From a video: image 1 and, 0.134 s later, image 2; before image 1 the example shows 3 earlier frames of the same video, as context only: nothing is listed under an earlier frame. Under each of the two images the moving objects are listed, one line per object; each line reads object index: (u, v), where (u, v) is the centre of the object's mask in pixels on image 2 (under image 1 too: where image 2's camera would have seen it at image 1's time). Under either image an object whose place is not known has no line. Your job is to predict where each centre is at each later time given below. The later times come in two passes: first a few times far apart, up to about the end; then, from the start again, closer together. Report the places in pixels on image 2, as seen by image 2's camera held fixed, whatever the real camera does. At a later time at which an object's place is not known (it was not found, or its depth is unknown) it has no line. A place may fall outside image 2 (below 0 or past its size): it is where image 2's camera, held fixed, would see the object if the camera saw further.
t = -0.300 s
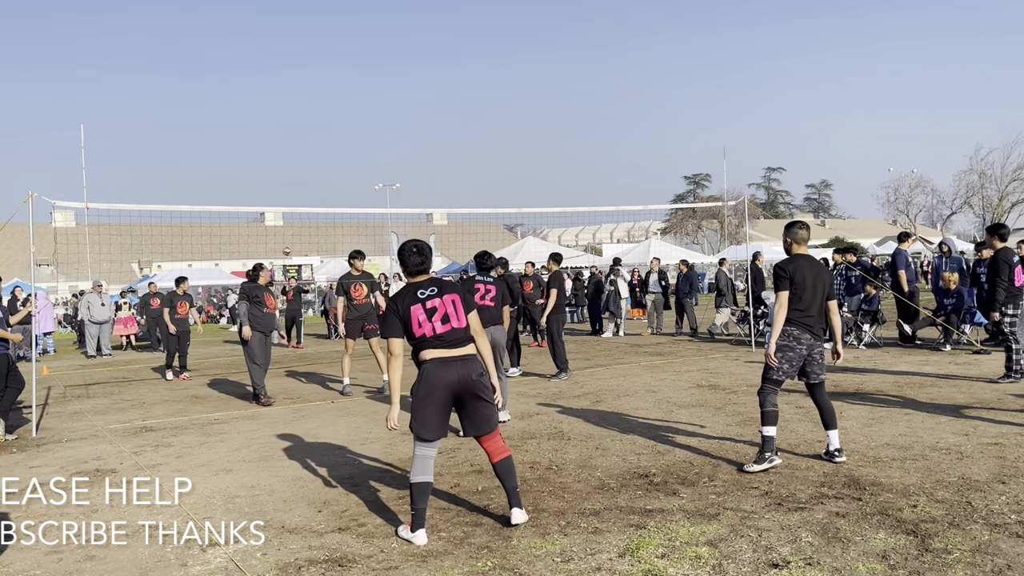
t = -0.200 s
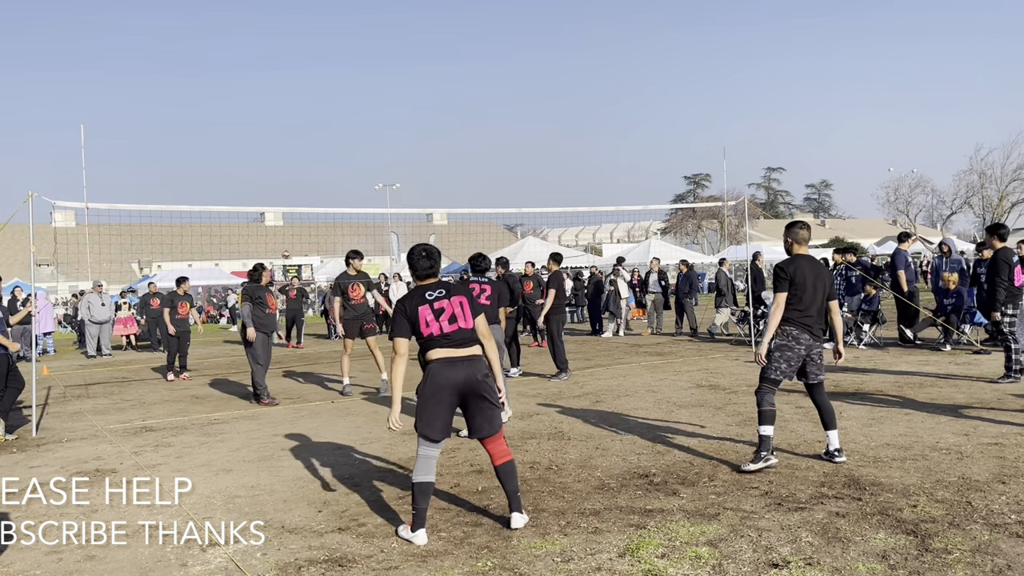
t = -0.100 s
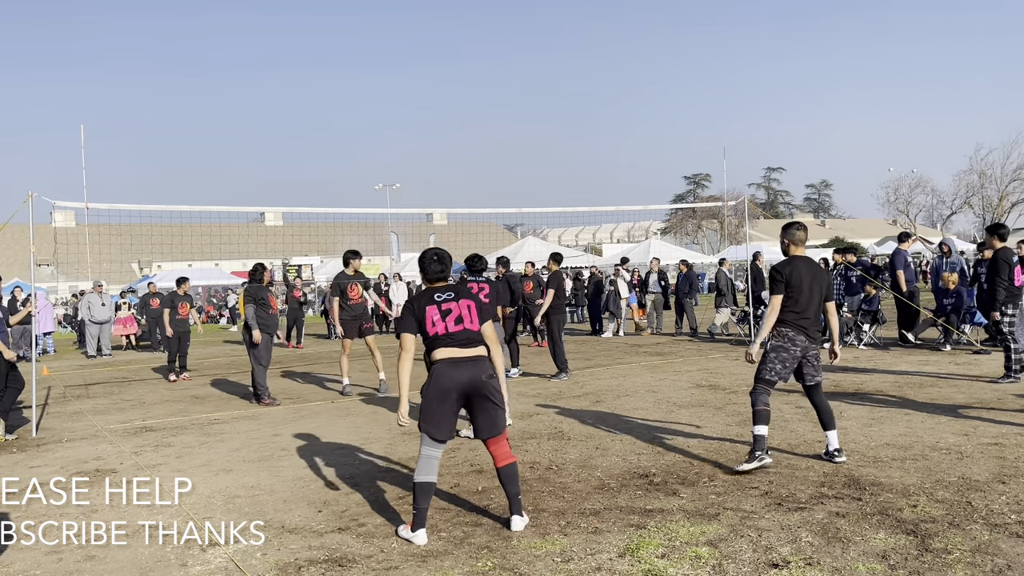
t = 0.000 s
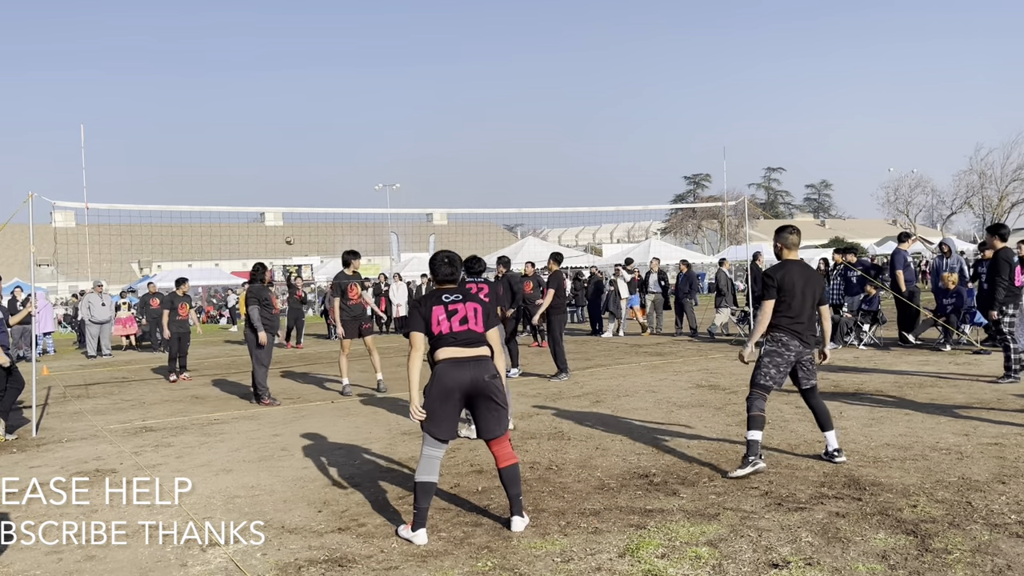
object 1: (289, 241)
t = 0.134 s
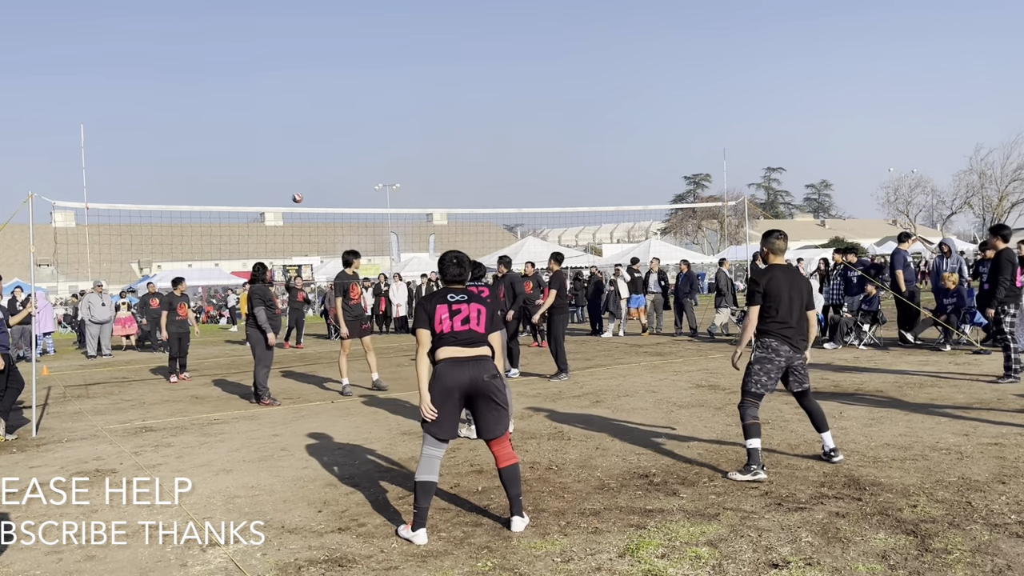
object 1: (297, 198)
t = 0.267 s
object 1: (302, 157)
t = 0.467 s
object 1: (314, 99)
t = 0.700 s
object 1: (329, 43)
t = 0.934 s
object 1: (361, 21)
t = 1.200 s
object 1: (447, 57)
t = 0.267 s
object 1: (302, 157)
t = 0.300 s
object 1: (304, 146)
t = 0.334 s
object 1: (306, 136)
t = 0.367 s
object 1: (308, 127)
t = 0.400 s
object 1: (310, 117)
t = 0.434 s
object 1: (312, 108)
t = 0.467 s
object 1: (314, 99)
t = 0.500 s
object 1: (316, 89)
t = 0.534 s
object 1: (318, 81)
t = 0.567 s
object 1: (320, 72)
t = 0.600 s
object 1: (322, 64)
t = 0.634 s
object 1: (324, 57)
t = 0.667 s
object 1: (326, 50)
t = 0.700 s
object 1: (329, 43)
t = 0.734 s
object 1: (332, 38)
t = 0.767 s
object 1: (336, 33)
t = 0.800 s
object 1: (339, 29)
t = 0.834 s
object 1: (344, 26)
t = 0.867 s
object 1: (349, 23)
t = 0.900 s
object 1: (355, 22)
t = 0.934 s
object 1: (361, 21)
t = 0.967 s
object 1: (369, 21)
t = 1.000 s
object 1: (377, 22)
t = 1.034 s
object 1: (386, 24)
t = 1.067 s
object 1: (395, 27)
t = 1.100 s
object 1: (406, 32)
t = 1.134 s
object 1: (418, 38)
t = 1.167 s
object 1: (432, 46)
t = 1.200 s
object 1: (447, 57)
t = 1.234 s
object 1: (465, 71)
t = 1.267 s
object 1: (486, 88)
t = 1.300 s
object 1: (510, 110)
